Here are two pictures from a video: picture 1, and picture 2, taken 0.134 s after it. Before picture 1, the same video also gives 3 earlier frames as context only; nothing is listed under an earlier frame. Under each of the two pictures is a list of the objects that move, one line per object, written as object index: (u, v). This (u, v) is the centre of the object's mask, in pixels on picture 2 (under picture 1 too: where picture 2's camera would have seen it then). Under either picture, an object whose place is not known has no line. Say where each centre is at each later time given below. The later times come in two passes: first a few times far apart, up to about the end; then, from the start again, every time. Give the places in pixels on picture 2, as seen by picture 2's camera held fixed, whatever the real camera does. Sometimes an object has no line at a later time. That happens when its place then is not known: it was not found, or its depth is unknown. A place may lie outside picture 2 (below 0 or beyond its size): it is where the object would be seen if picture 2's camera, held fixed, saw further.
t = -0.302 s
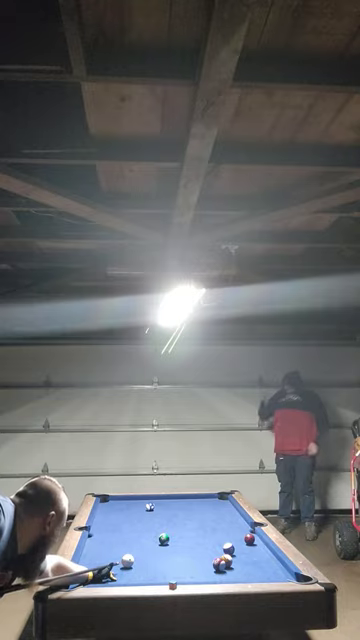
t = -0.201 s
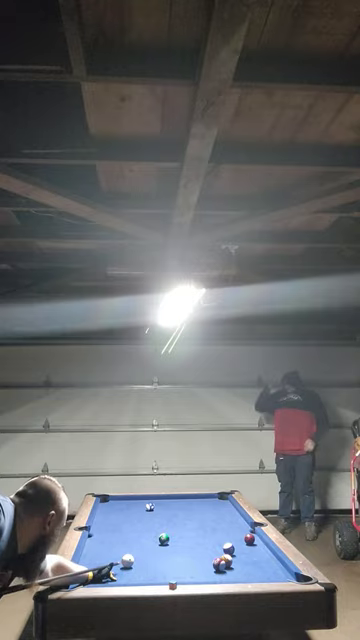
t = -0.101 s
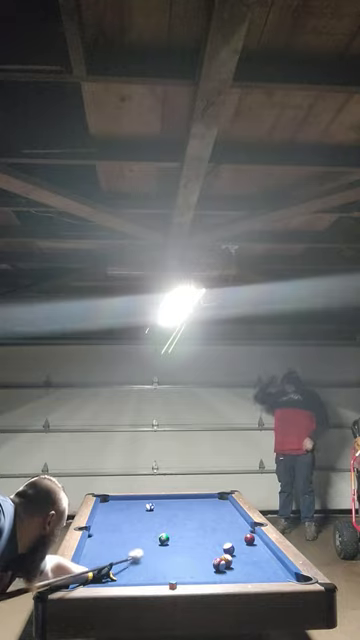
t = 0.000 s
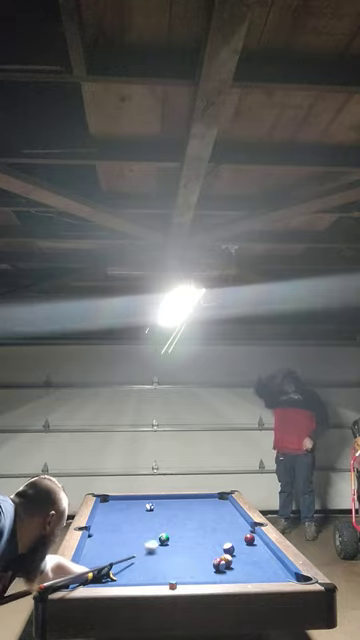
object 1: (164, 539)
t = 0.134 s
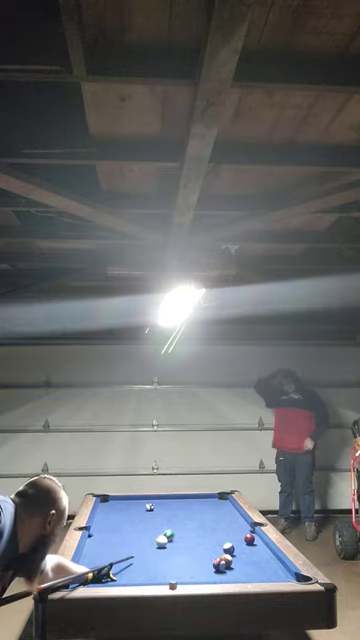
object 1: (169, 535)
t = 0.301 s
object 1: (179, 528)
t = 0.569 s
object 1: (191, 518)
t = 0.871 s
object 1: (204, 510)
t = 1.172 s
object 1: (213, 502)
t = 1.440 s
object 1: (221, 497)
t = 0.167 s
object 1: (171, 533)
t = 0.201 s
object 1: (173, 532)
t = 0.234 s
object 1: (176, 530)
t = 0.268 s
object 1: (178, 529)
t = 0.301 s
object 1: (179, 528)
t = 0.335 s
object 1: (180, 527)
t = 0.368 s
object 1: (182, 525)
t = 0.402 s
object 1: (184, 524)
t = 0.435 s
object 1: (185, 523)
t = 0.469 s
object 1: (188, 522)
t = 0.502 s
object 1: (188, 521)
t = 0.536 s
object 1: (190, 519)
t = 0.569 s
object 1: (191, 518)
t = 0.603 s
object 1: (193, 517)
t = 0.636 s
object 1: (195, 516)
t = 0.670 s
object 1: (196, 516)
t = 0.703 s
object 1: (197, 514)
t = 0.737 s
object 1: (198, 513)
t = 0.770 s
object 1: (199, 512)
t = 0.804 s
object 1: (201, 512)
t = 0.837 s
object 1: (203, 510)
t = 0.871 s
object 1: (204, 510)
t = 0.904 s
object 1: (204, 509)
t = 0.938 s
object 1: (205, 508)
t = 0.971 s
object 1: (206, 507)
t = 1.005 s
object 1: (208, 506)
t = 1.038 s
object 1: (210, 505)
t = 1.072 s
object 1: (211, 504)
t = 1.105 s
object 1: (212, 504)
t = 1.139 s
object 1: (212, 503)
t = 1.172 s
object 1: (213, 502)
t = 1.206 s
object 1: (214, 501)
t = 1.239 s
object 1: (215, 501)
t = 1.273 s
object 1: (217, 500)
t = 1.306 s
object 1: (218, 500)
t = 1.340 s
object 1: (218, 499)
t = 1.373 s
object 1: (219, 498)
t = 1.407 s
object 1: (220, 497)
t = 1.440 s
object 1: (221, 497)
